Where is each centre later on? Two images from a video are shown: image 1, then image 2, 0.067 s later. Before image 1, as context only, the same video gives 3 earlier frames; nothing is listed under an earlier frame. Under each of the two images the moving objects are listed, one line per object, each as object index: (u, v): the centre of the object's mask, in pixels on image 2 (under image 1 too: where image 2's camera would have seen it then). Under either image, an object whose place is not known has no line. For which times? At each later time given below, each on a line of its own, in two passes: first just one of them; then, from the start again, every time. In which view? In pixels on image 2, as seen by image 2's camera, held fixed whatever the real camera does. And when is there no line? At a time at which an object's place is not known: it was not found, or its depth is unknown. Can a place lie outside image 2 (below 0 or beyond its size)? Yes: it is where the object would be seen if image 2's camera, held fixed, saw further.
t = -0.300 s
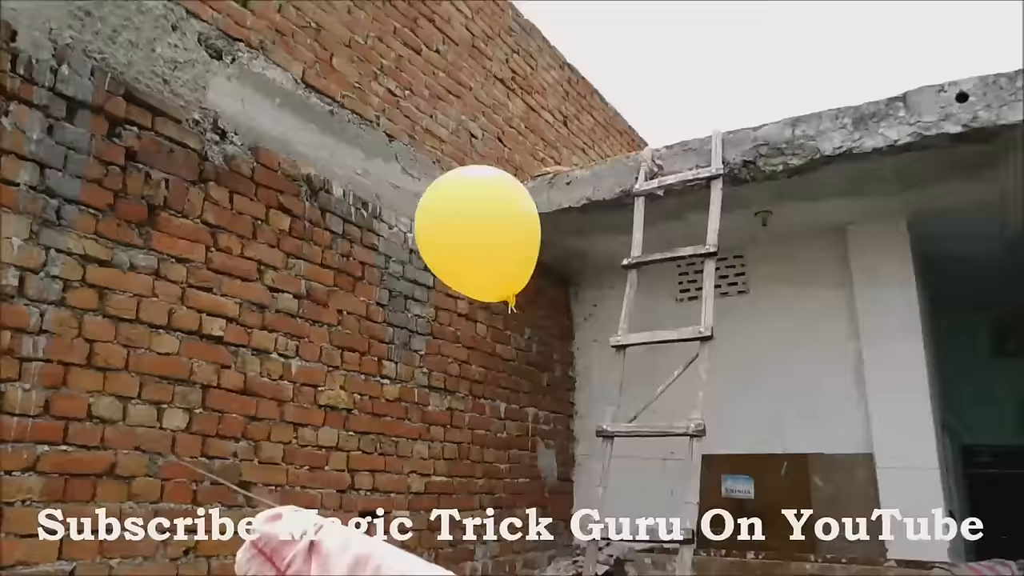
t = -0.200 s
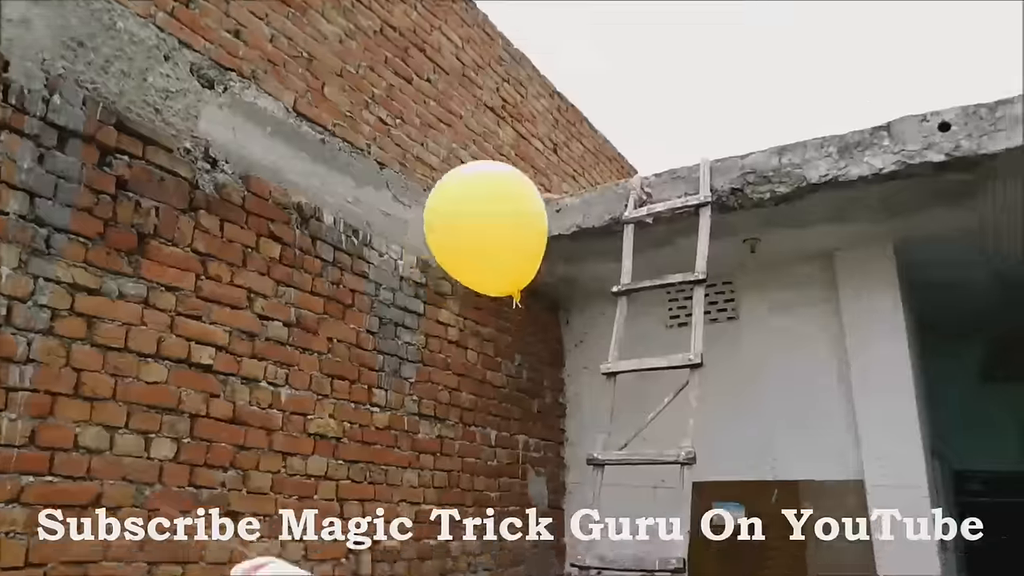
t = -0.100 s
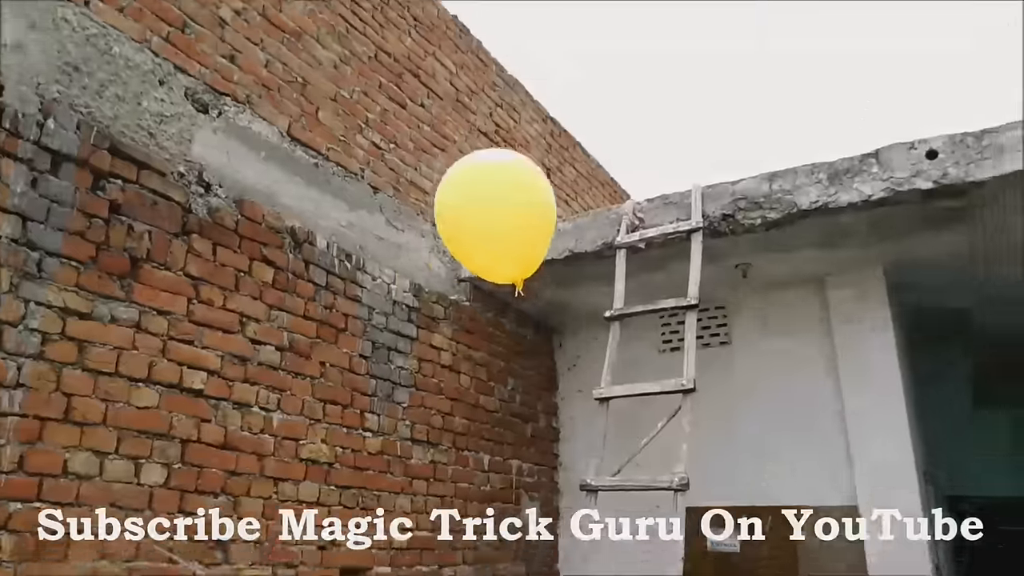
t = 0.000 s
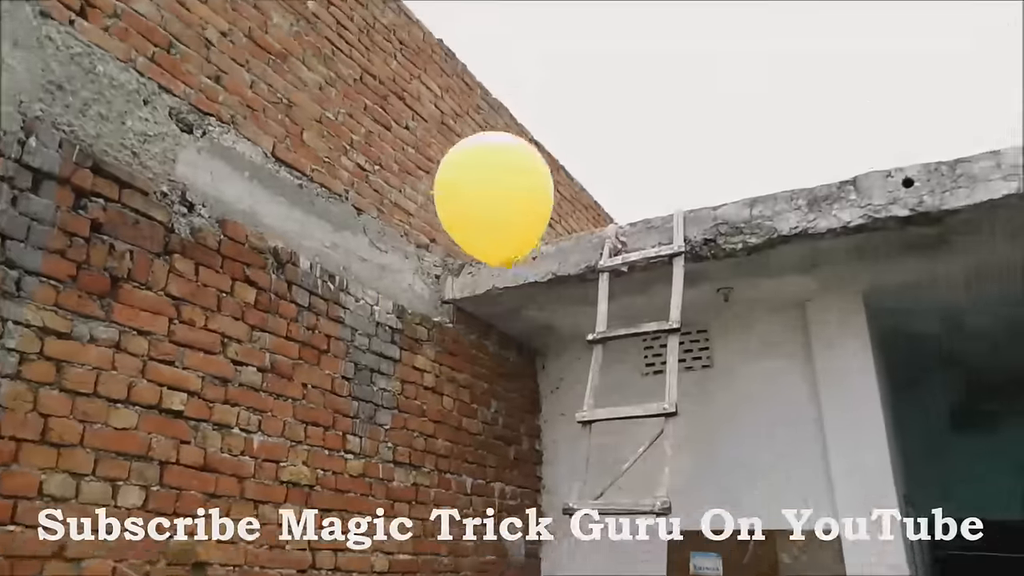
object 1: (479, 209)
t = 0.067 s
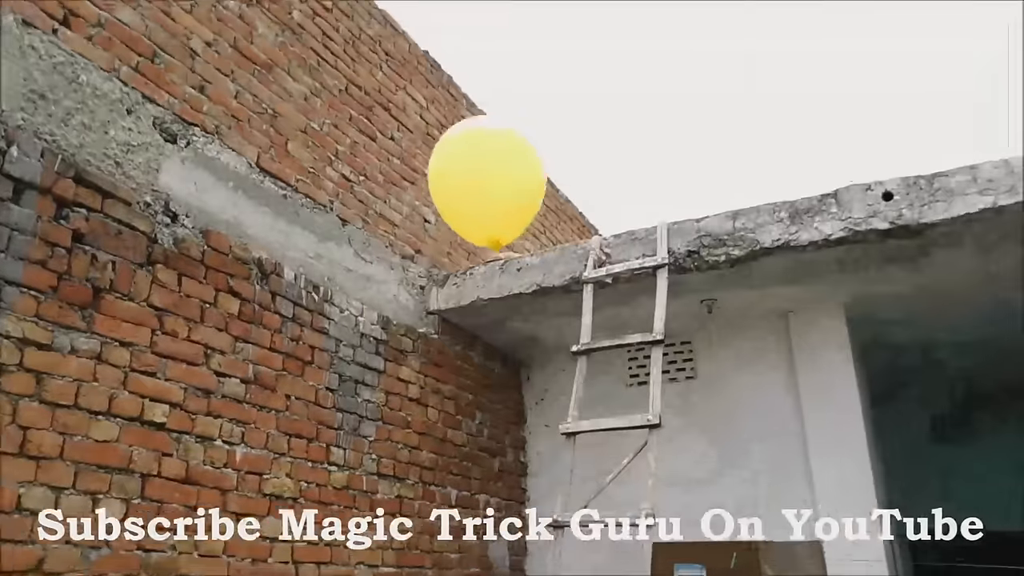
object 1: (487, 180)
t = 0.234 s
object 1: (504, 110)
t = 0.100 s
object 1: (490, 166)
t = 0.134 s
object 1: (494, 154)
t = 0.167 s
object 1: (497, 140)
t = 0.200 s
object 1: (501, 125)
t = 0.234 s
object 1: (504, 110)
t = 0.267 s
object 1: (507, 95)
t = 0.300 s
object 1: (509, 80)
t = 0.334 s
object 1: (511, 64)
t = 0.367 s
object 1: (513, 48)
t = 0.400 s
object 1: (514, 33)
